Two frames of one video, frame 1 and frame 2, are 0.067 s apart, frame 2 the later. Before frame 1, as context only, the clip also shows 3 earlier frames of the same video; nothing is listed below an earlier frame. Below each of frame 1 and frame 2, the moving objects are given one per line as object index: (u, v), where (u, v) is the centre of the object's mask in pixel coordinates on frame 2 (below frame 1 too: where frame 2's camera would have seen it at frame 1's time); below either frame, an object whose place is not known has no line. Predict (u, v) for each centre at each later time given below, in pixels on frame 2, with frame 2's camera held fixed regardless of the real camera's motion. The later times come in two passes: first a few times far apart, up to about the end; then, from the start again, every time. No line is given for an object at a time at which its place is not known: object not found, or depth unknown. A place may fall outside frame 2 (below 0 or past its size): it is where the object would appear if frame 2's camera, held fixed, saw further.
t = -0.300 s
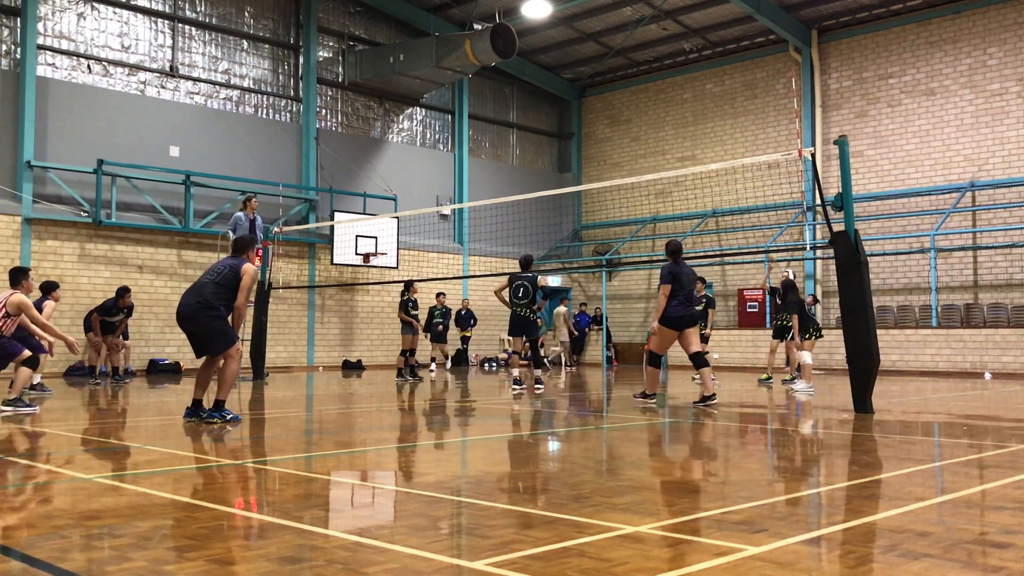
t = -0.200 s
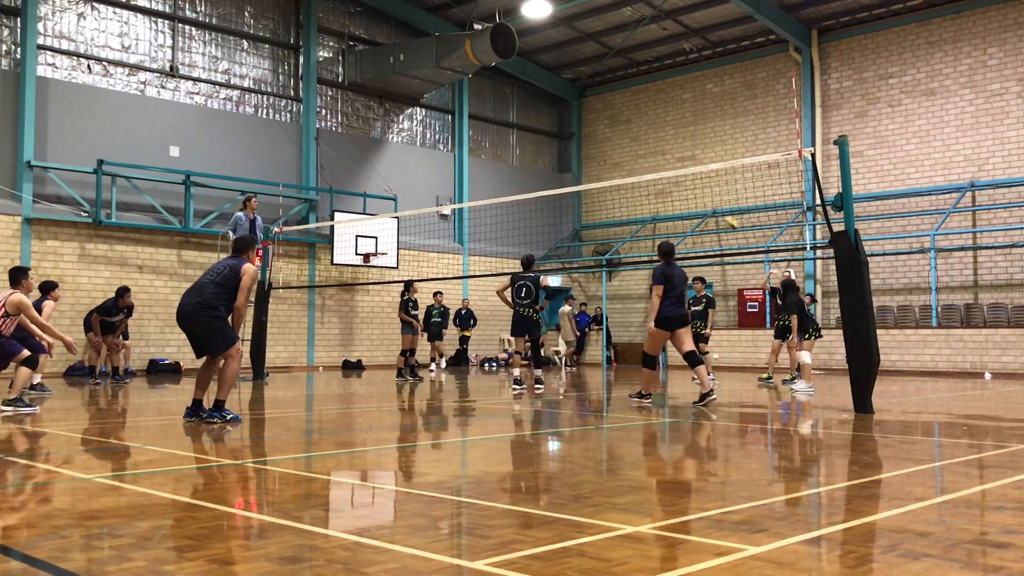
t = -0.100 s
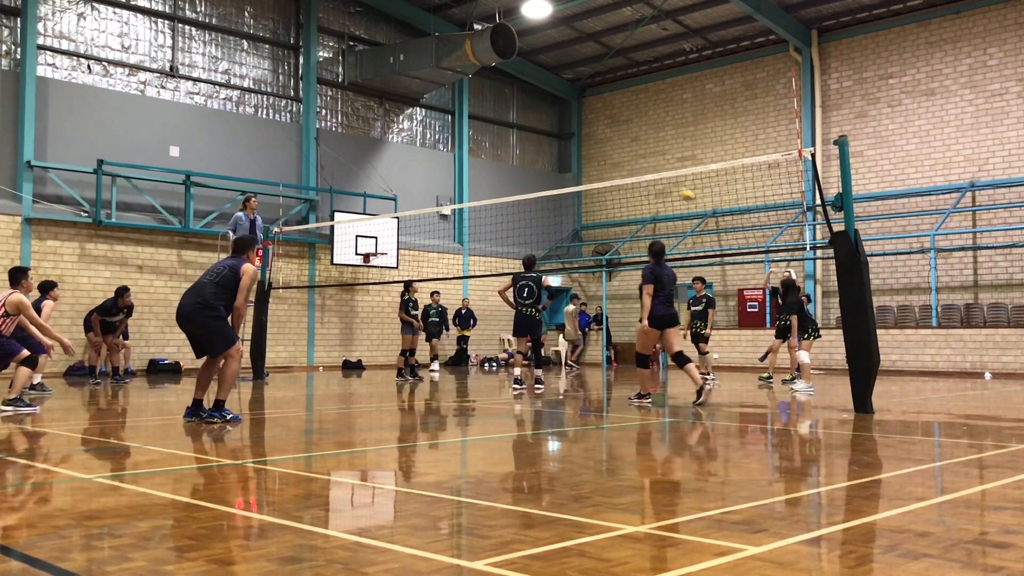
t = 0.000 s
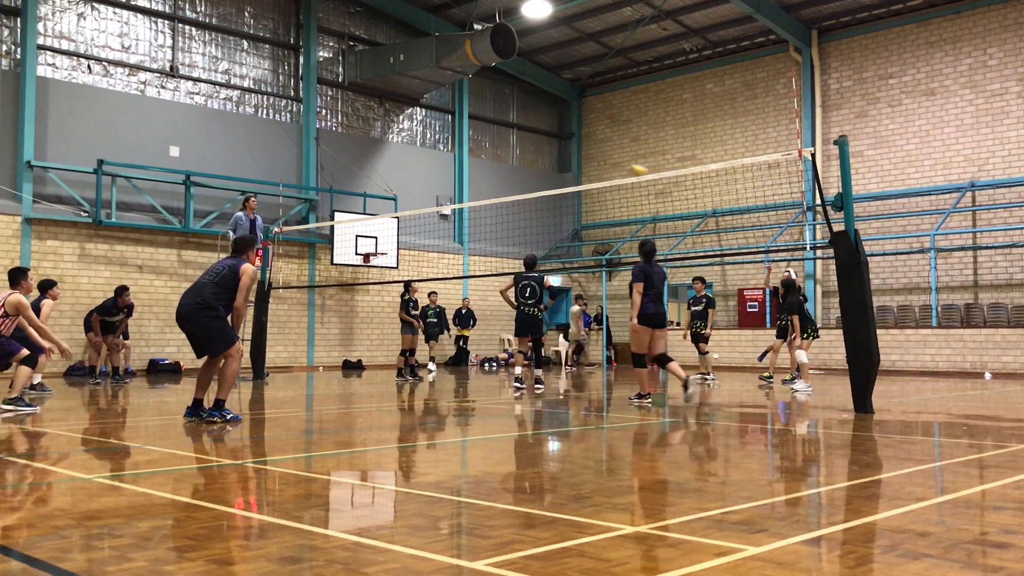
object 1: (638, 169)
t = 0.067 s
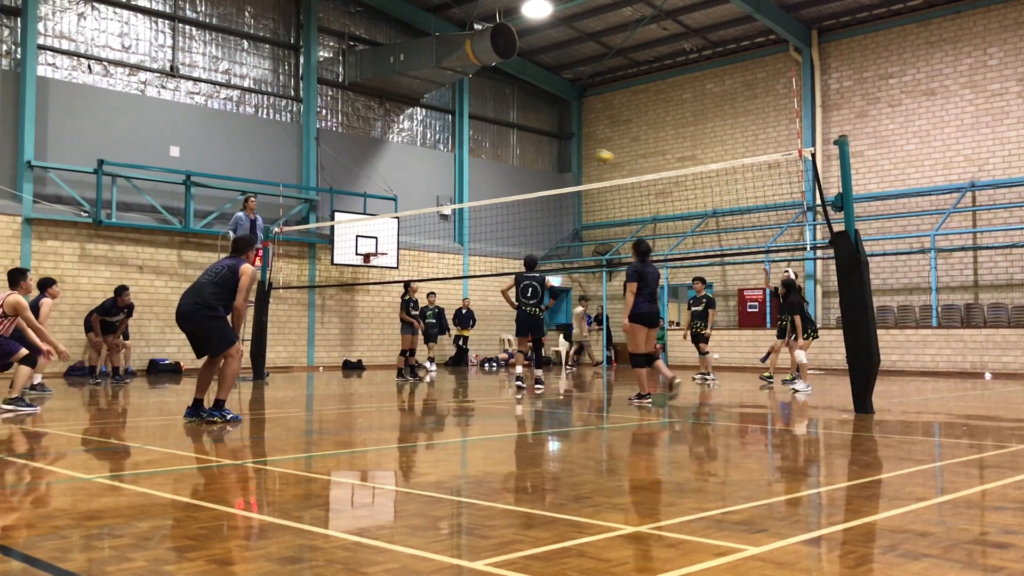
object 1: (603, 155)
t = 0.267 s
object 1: (492, 124)
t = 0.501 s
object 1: (336, 114)
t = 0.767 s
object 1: (116, 155)
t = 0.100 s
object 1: (586, 148)
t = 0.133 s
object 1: (568, 143)
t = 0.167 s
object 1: (549, 137)
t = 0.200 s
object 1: (530, 131)
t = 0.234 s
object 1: (511, 128)
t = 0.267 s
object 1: (492, 124)
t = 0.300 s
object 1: (471, 121)
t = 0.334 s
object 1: (450, 118)
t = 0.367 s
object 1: (428, 115)
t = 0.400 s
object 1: (405, 113)
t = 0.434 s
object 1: (383, 113)
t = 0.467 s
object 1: (361, 113)
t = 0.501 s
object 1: (336, 114)
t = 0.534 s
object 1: (311, 116)
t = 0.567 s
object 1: (288, 119)
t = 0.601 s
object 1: (260, 124)
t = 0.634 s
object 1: (234, 128)
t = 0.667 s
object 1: (205, 133)
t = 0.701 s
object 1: (176, 139)
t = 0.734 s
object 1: (146, 147)
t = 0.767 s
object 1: (116, 155)
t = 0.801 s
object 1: (83, 165)
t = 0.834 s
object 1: (50, 178)
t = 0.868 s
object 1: (17, 192)
